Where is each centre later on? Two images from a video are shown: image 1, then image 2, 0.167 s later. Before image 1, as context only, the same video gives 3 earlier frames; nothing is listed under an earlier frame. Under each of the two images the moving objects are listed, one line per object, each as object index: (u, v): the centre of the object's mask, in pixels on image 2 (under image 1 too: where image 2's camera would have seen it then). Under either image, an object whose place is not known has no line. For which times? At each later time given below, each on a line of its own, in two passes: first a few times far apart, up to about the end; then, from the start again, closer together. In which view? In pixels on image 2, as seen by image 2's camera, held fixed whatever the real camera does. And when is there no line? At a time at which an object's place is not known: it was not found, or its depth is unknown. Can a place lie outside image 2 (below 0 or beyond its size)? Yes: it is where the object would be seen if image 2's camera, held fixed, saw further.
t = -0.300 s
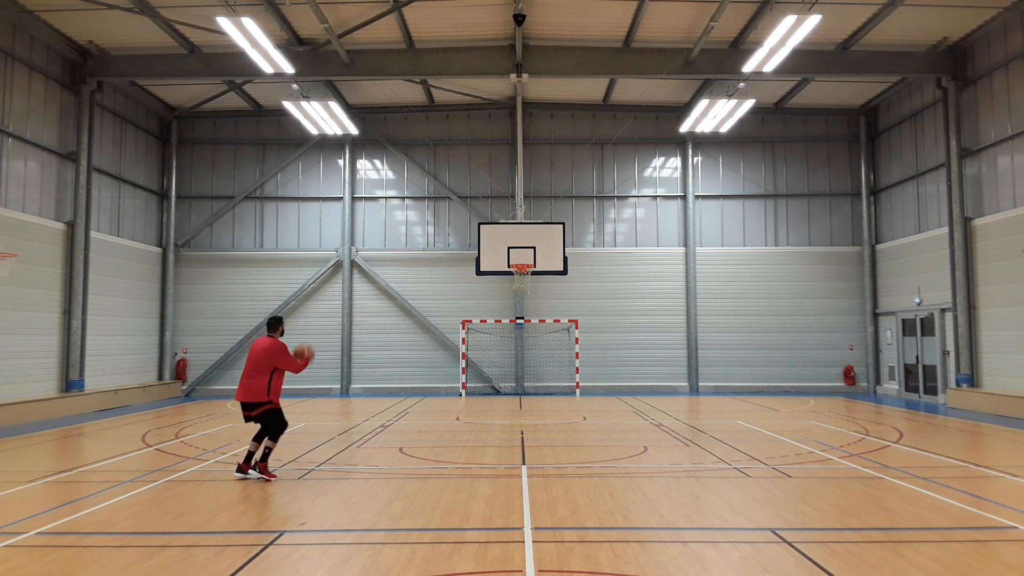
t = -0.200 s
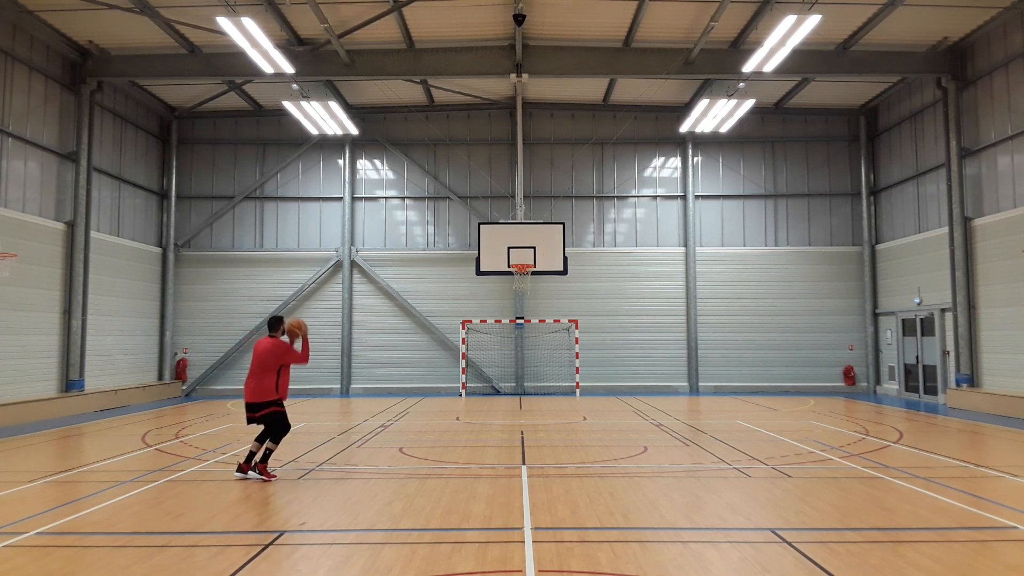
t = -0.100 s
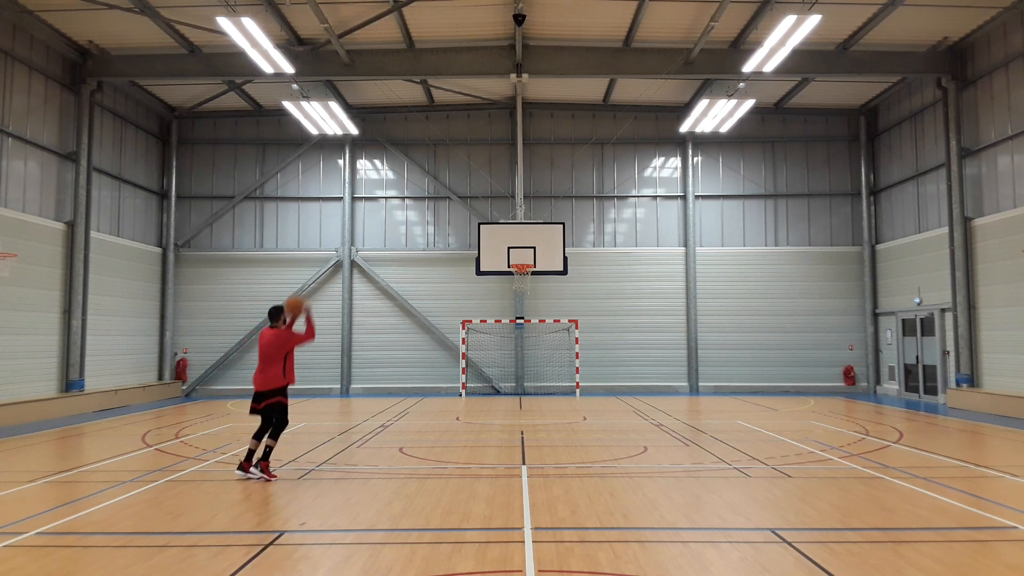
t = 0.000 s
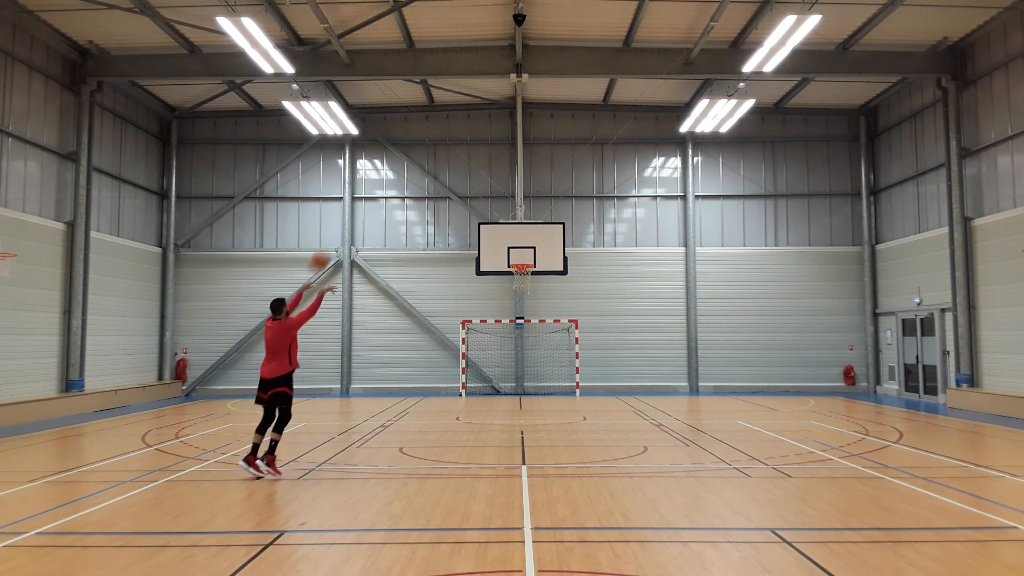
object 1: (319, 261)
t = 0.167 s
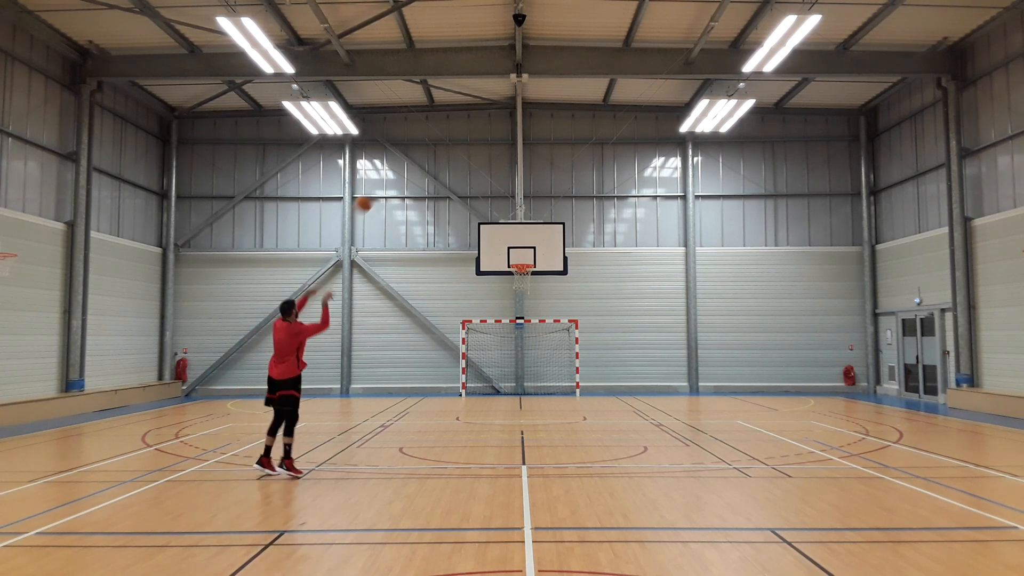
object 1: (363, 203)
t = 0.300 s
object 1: (394, 176)
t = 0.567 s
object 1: (443, 160)
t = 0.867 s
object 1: (487, 190)
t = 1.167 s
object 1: (522, 255)
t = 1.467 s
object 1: (504, 302)
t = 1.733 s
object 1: (489, 362)
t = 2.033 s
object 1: (479, 380)
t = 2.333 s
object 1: (479, 331)
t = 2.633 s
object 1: (479, 329)
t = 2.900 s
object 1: (479, 367)
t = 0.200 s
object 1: (371, 196)
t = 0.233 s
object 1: (379, 187)
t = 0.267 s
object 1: (386, 182)
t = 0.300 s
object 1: (394, 176)
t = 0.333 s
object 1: (399, 171)
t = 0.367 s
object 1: (406, 168)
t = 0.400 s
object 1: (413, 165)
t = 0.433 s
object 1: (419, 163)
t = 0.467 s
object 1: (425, 161)
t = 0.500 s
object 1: (432, 160)
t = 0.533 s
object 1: (437, 160)
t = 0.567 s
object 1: (443, 160)
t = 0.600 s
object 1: (448, 162)
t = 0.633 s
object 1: (453, 163)
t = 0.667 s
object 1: (458, 165)
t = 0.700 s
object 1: (463, 168)
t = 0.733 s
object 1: (468, 172)
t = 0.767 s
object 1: (473, 175)
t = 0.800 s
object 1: (477, 179)
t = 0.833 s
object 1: (482, 184)
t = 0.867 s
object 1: (487, 190)
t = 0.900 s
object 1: (490, 195)
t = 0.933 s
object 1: (495, 201)
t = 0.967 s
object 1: (499, 208)
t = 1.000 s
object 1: (503, 215)
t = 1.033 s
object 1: (507, 222)
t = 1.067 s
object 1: (511, 229)
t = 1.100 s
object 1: (514, 237)
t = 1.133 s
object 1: (518, 245)
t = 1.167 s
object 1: (522, 255)
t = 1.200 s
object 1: (525, 262)
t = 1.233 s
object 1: (522, 269)
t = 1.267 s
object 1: (517, 278)
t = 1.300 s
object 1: (514, 283)
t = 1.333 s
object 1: (512, 286)
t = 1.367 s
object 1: (510, 289)
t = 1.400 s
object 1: (508, 293)
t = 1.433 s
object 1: (506, 297)
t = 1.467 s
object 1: (504, 302)
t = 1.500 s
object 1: (502, 307)
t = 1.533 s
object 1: (500, 313)
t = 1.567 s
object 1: (498, 320)
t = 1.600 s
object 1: (497, 328)
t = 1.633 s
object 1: (495, 335)
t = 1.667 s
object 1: (493, 343)
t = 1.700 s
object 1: (491, 352)
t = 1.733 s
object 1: (489, 362)
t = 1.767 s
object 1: (486, 373)
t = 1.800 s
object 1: (485, 382)
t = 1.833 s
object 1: (483, 394)
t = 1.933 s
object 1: (479, 405)
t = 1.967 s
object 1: (479, 396)
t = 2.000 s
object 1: (479, 387)
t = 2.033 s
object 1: (479, 380)
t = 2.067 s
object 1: (479, 372)
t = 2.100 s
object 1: (479, 365)
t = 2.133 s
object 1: (479, 358)
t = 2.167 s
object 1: (479, 352)
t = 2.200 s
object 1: (479, 347)
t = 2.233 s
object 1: (479, 342)
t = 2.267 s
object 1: (479, 338)
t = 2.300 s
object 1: (479, 334)
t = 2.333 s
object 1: (479, 331)
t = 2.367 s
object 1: (479, 329)
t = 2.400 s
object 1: (479, 326)
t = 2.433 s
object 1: (479, 325)
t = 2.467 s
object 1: (479, 324)
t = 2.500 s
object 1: (479, 324)
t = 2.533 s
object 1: (479, 324)
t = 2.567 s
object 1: (479, 325)
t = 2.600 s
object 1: (479, 326)
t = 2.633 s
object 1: (479, 329)
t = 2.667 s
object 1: (479, 331)
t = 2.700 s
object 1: (479, 334)
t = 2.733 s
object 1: (479, 338)
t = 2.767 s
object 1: (480, 343)
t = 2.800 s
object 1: (479, 348)
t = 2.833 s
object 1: (480, 353)
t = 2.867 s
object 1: (479, 360)
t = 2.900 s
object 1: (479, 367)
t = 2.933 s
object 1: (479, 375)
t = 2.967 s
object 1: (480, 382)
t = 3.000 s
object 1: (480, 391)
